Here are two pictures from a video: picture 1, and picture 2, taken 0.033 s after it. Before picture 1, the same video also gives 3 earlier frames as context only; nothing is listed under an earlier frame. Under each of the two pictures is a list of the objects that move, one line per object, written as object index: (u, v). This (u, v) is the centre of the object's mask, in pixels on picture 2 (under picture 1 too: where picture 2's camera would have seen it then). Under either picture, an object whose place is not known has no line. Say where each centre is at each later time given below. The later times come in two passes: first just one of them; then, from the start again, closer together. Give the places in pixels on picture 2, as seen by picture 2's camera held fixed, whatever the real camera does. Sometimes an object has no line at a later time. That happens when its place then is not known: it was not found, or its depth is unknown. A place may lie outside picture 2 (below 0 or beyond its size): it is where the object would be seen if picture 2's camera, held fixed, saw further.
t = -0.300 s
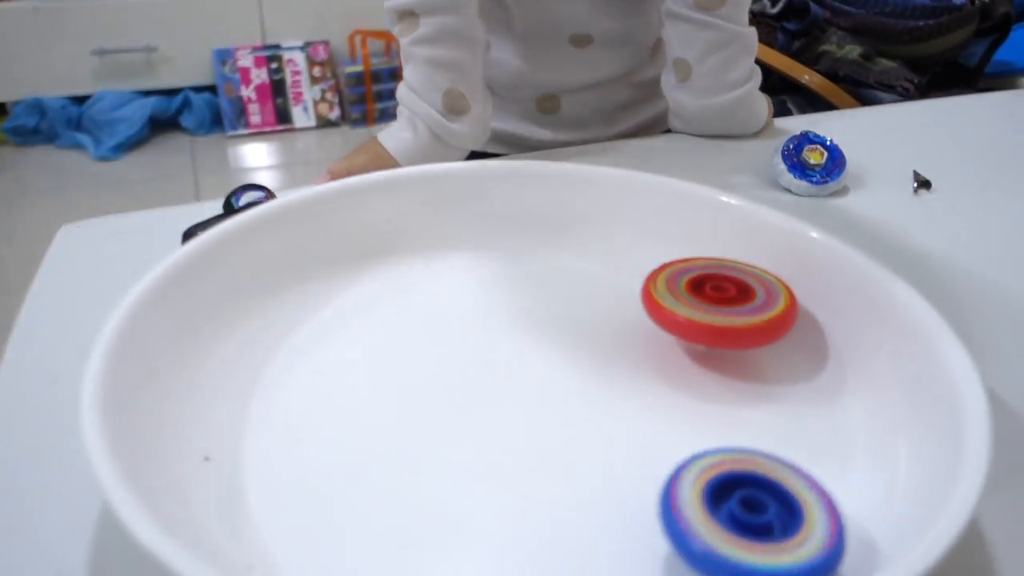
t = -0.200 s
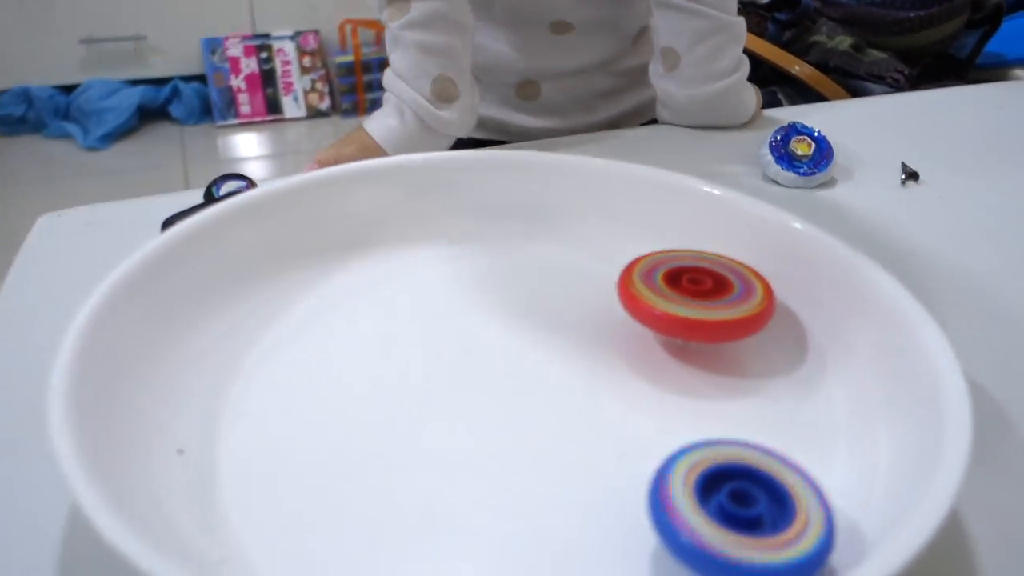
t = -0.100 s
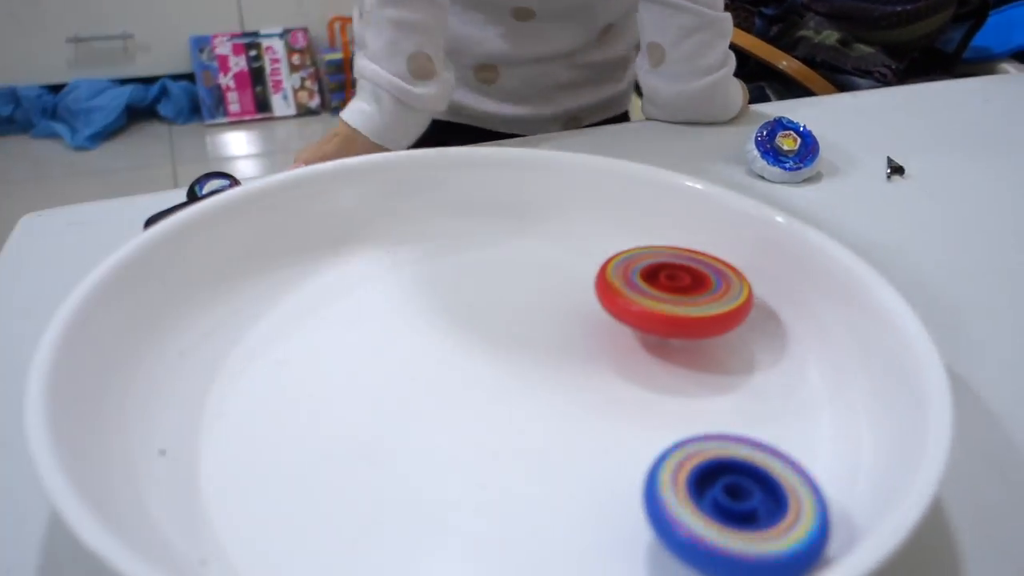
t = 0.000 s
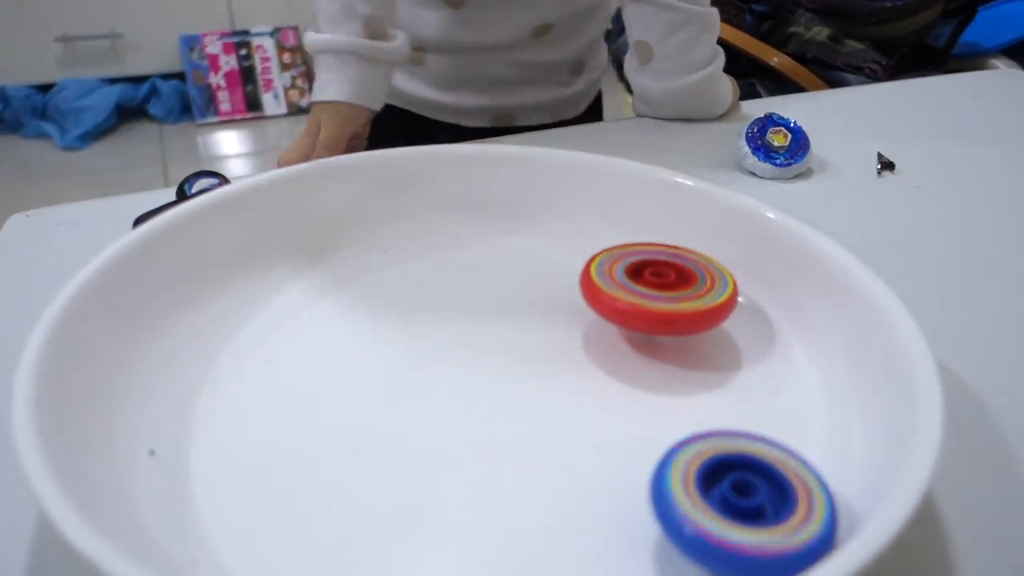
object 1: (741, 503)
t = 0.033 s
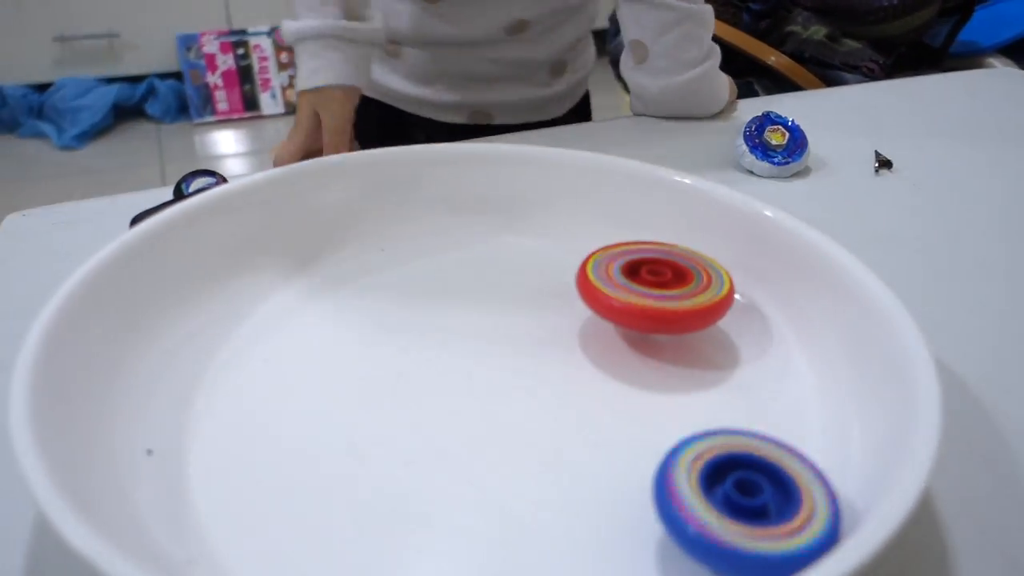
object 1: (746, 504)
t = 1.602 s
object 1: (787, 420)
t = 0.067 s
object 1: (749, 504)
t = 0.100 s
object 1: (751, 504)
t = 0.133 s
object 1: (753, 503)
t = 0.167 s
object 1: (756, 502)
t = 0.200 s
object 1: (755, 497)
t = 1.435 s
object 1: (791, 432)
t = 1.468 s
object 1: (792, 430)
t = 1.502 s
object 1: (791, 427)
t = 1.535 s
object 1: (791, 425)
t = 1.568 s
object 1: (792, 424)
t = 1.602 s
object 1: (787, 420)
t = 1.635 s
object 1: (784, 417)
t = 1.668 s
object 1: (783, 415)
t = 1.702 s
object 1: (782, 413)
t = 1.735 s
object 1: (781, 412)
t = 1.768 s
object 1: (781, 410)
